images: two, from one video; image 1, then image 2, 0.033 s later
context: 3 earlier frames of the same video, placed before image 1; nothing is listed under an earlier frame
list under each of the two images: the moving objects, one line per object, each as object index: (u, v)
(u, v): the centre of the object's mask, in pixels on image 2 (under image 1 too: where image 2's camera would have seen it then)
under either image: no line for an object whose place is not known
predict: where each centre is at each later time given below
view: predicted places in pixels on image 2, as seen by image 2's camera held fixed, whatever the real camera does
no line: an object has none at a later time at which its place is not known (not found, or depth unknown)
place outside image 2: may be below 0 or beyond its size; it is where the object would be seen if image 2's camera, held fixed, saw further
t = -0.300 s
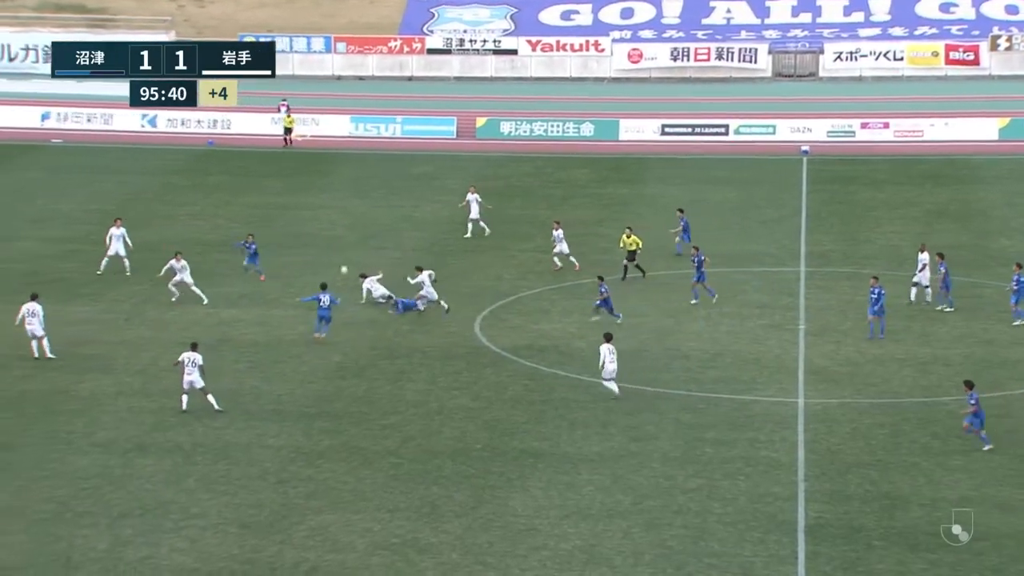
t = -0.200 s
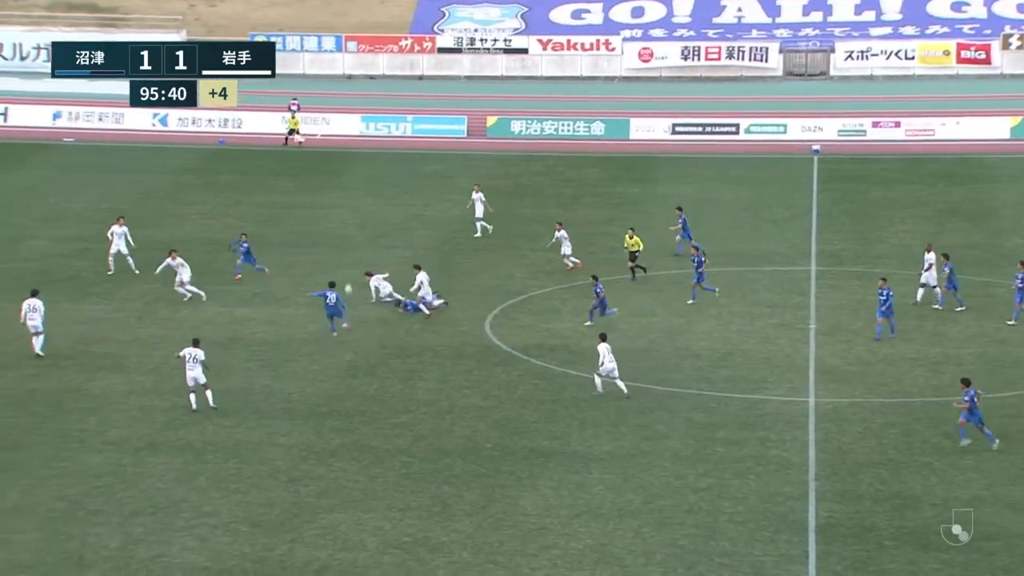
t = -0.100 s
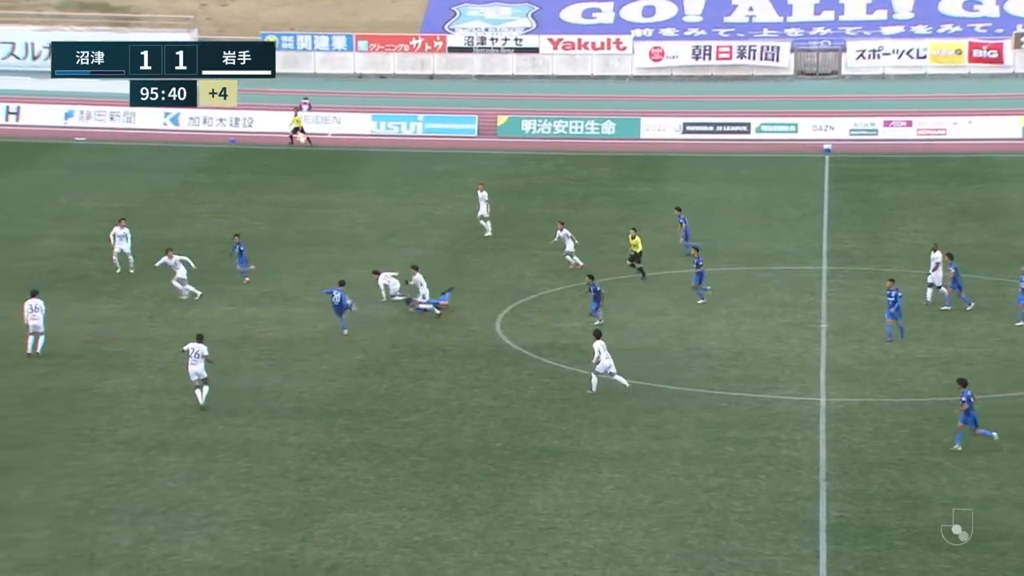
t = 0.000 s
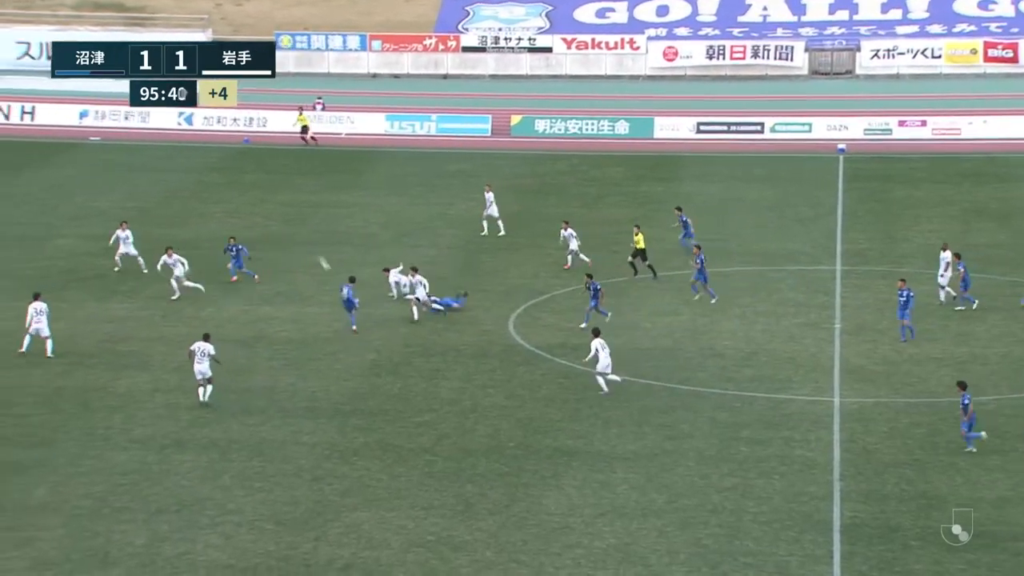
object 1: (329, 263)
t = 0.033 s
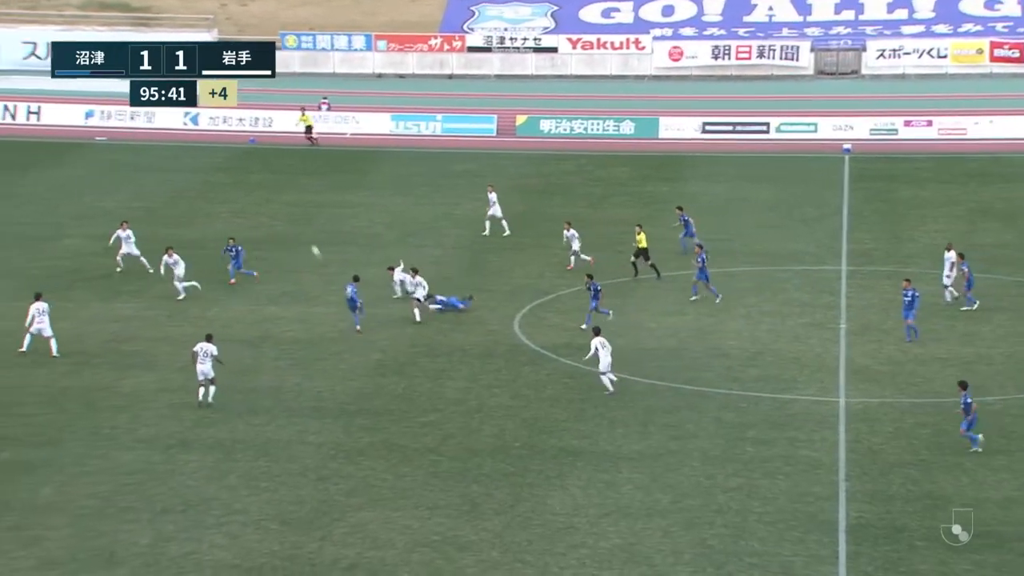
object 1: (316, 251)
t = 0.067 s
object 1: (306, 243)
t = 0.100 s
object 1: (292, 231)
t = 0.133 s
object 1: (282, 222)
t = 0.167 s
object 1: (271, 213)
